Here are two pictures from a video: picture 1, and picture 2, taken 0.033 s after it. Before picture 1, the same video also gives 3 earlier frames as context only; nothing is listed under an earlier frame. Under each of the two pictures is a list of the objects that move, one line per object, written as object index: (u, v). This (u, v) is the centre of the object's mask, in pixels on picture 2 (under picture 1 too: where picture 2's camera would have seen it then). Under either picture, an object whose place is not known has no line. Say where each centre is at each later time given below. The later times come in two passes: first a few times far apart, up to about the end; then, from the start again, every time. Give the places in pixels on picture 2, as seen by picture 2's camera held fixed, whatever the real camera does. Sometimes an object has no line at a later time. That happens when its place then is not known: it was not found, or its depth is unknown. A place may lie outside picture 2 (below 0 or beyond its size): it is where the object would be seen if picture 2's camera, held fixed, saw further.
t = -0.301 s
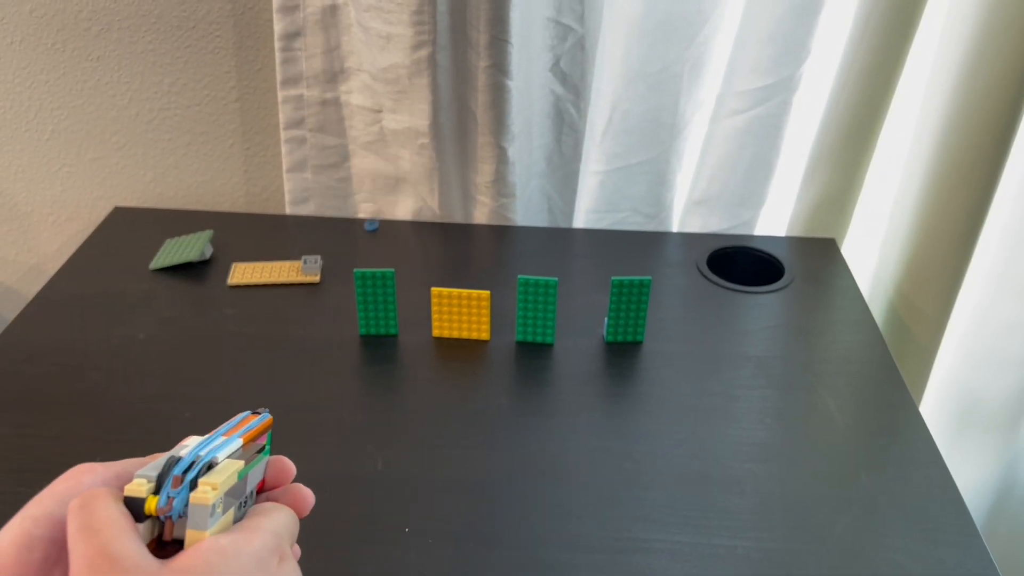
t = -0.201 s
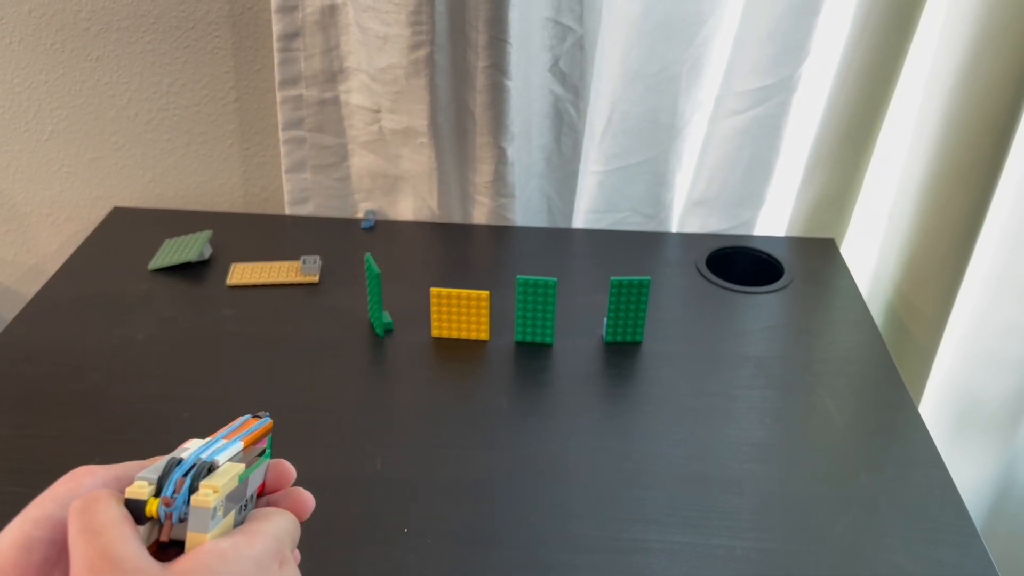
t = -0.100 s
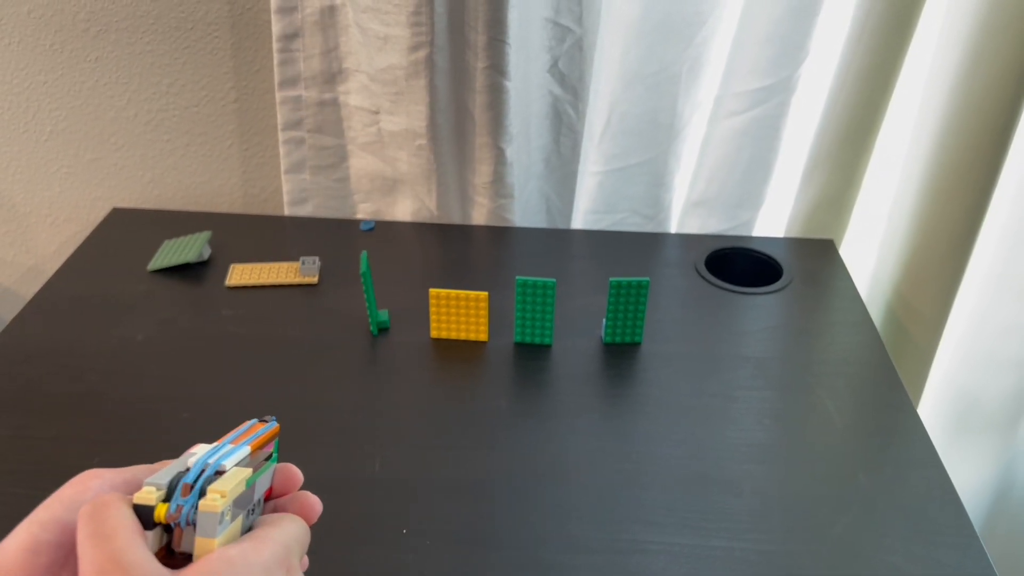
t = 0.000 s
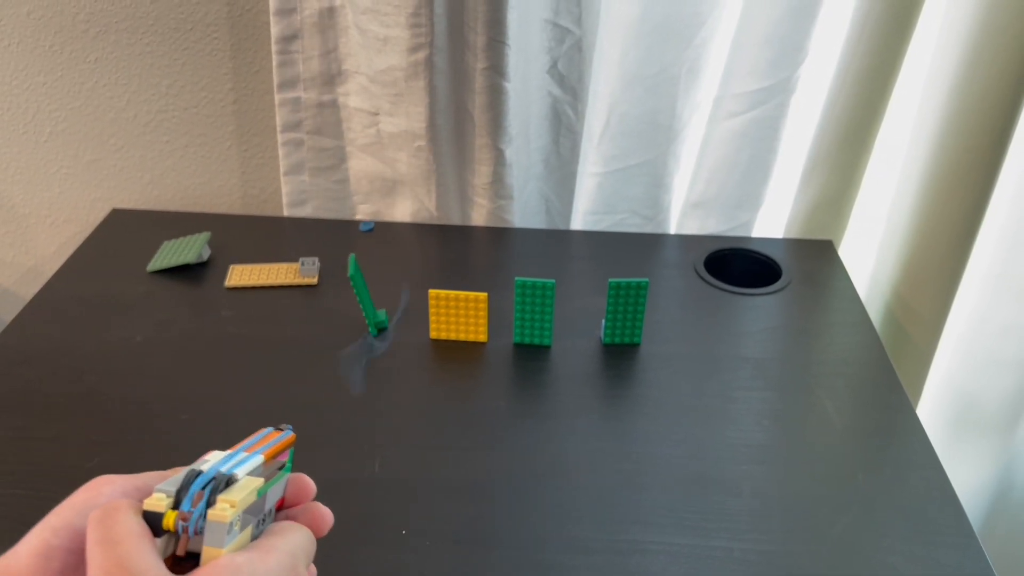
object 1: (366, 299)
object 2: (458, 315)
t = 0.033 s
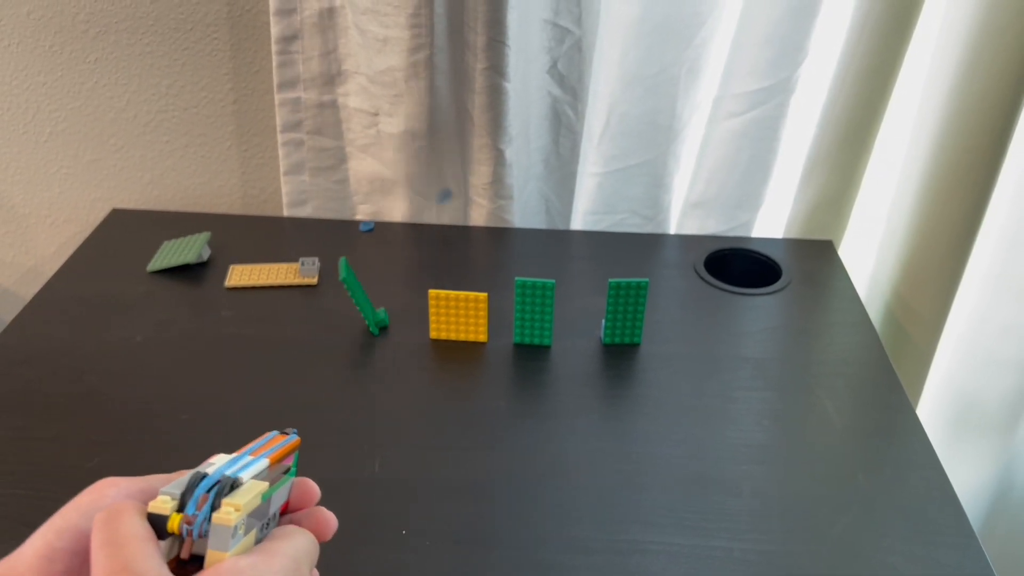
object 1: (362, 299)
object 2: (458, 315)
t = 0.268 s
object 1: (331, 325)
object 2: (458, 315)
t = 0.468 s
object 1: (331, 325)
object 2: (445, 325)
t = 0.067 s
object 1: (355, 300)
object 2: (458, 315)
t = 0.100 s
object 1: (346, 306)
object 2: (458, 315)
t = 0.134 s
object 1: (334, 319)
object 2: (458, 315)
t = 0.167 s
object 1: (332, 323)
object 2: (458, 315)
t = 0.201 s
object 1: (331, 325)
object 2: (458, 315)
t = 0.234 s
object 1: (331, 325)
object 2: (458, 315)
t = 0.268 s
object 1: (331, 325)
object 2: (458, 315)
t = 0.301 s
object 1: (331, 325)
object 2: (458, 315)
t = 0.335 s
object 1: (331, 325)
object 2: (459, 314)
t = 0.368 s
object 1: (331, 325)
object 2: (459, 313)
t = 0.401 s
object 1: (331, 325)
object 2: (458, 313)
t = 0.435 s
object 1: (331, 325)
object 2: (452, 314)
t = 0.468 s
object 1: (331, 325)
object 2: (445, 325)
